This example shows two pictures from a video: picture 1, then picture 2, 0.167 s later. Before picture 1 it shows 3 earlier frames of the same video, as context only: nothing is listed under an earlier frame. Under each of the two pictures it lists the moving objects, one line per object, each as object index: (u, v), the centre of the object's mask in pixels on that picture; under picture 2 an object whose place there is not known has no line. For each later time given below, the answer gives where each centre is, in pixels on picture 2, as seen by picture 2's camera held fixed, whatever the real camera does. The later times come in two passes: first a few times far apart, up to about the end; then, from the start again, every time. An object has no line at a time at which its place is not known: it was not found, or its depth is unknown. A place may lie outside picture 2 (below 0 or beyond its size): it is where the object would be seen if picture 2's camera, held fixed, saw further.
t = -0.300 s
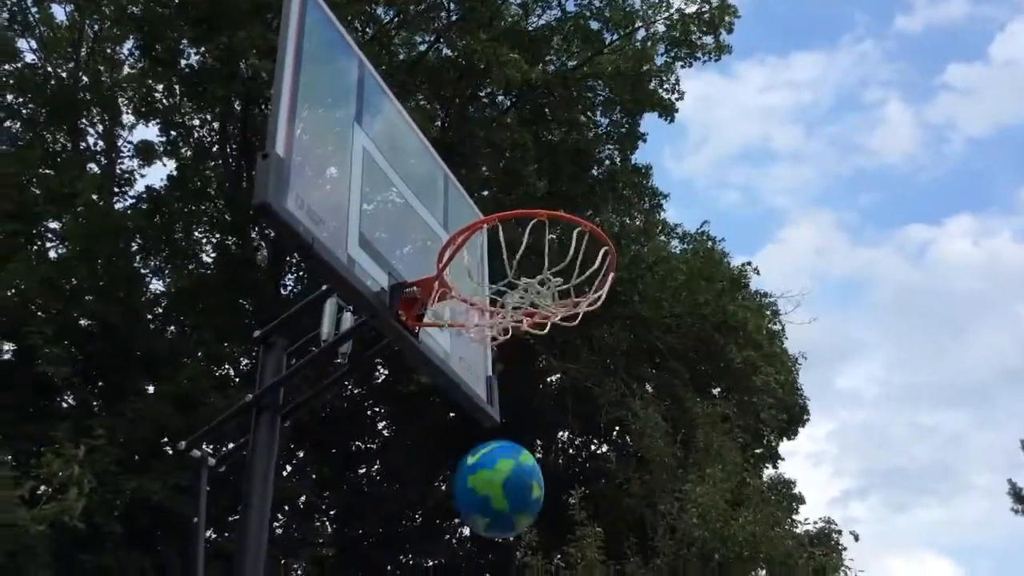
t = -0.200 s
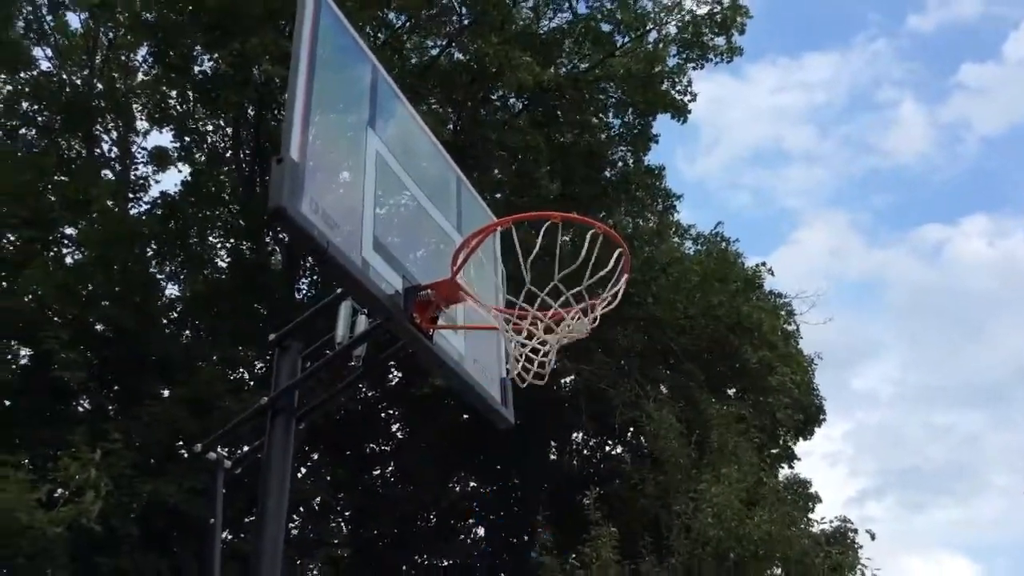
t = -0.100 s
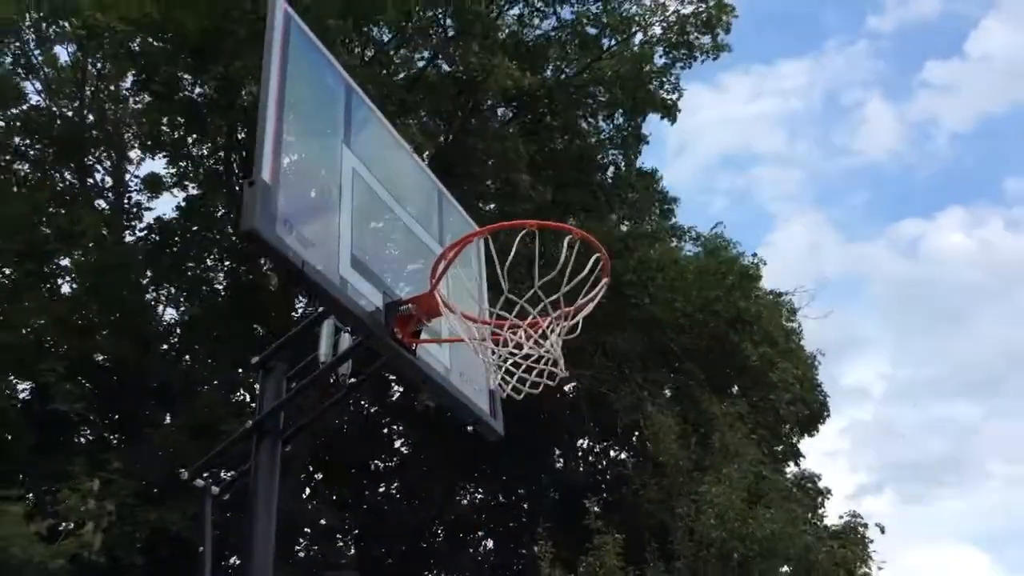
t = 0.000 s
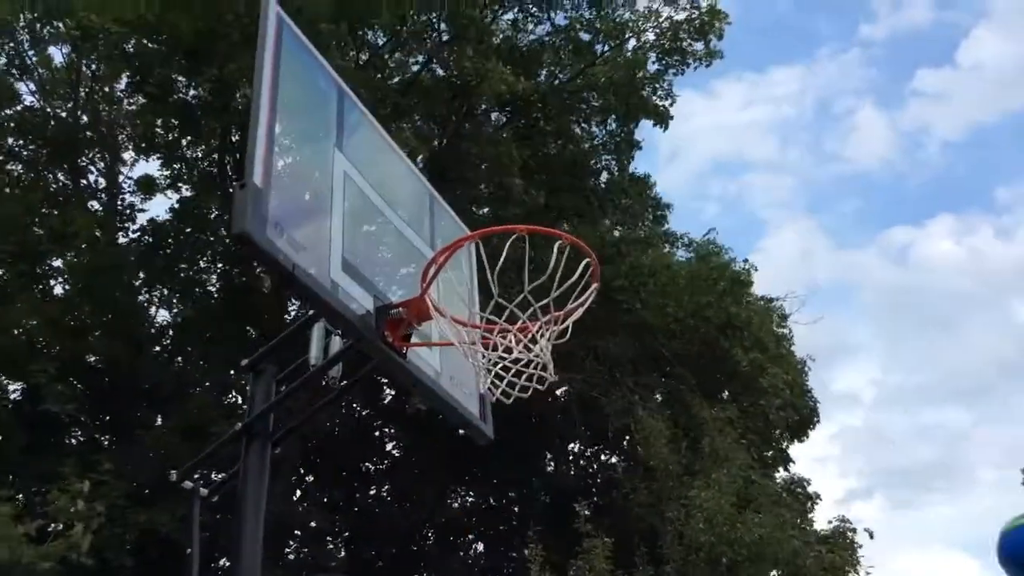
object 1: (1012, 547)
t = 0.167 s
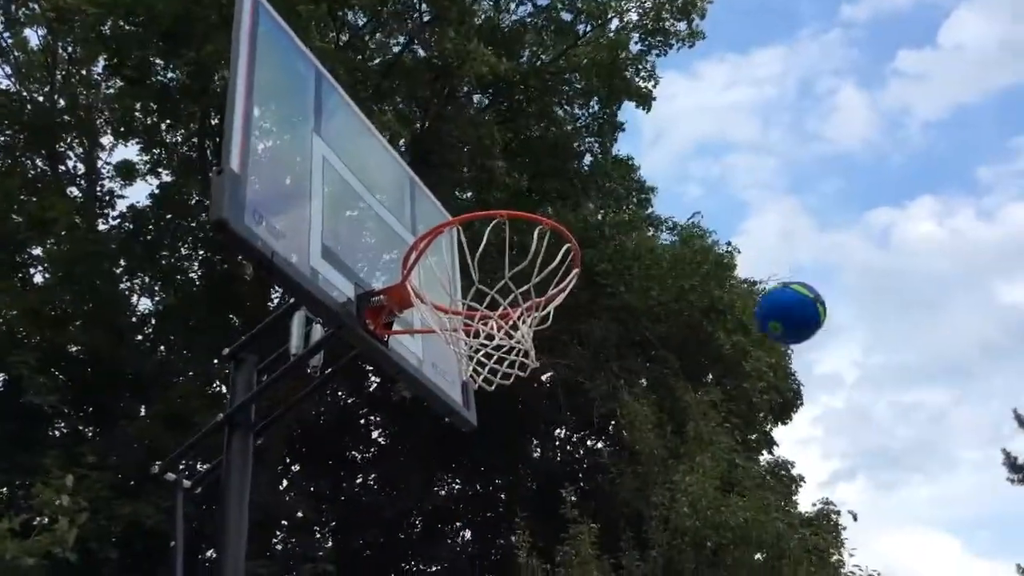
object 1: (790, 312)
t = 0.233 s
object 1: (727, 269)
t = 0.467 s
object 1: (559, 225)
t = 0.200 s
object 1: (757, 289)
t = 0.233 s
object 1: (727, 269)
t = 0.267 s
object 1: (697, 253)
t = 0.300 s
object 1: (670, 240)
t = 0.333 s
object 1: (646, 234)
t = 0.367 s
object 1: (621, 229)
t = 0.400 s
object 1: (597, 225)
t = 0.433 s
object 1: (579, 222)
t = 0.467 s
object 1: (559, 225)
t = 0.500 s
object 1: (532, 240)
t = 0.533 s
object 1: (510, 242)
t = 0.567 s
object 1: (495, 257)
